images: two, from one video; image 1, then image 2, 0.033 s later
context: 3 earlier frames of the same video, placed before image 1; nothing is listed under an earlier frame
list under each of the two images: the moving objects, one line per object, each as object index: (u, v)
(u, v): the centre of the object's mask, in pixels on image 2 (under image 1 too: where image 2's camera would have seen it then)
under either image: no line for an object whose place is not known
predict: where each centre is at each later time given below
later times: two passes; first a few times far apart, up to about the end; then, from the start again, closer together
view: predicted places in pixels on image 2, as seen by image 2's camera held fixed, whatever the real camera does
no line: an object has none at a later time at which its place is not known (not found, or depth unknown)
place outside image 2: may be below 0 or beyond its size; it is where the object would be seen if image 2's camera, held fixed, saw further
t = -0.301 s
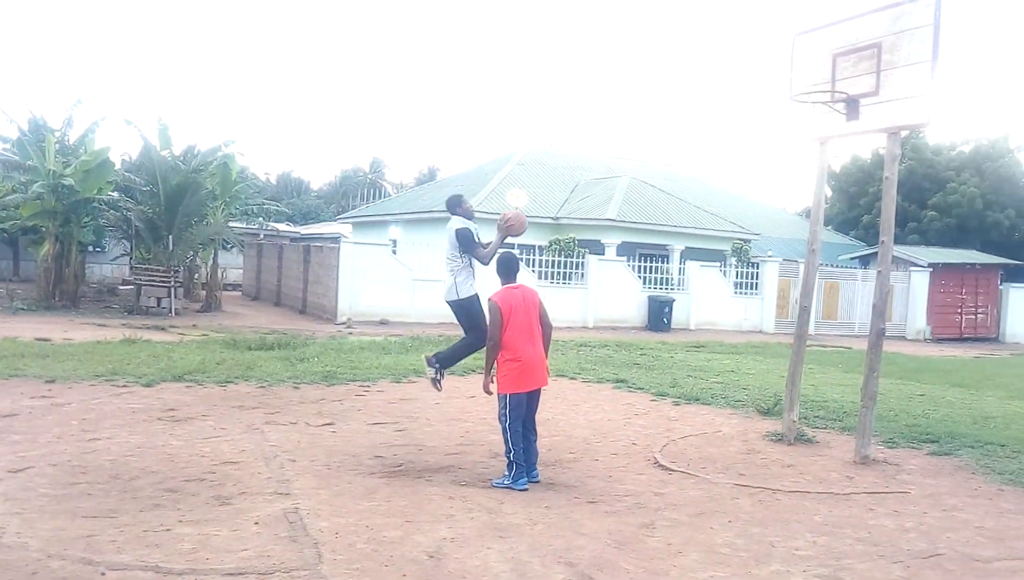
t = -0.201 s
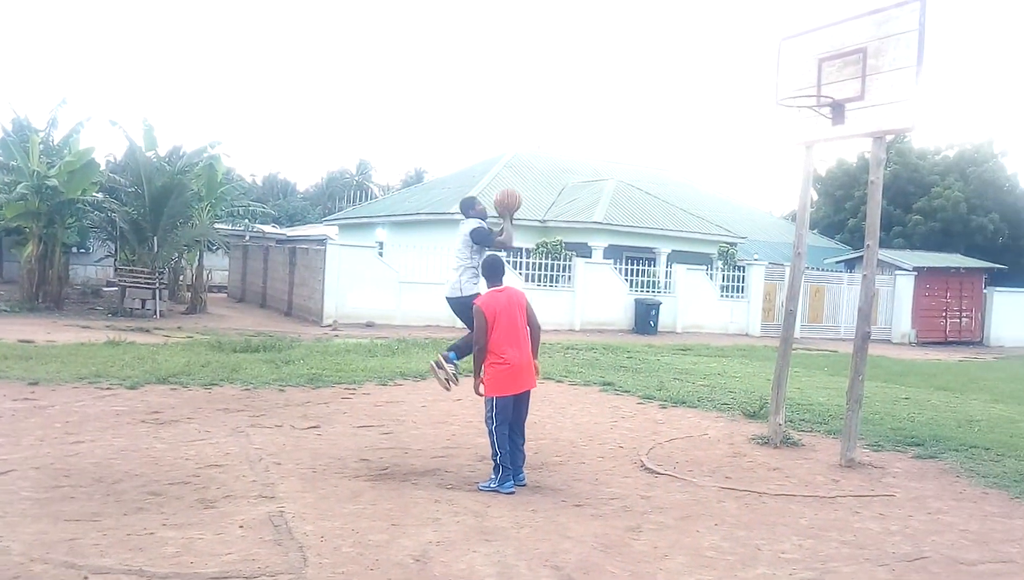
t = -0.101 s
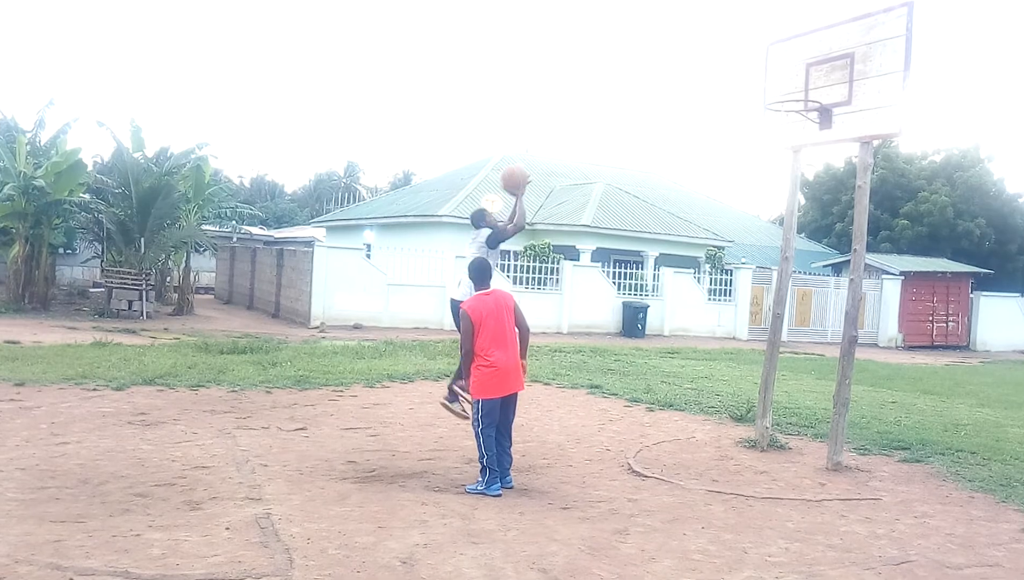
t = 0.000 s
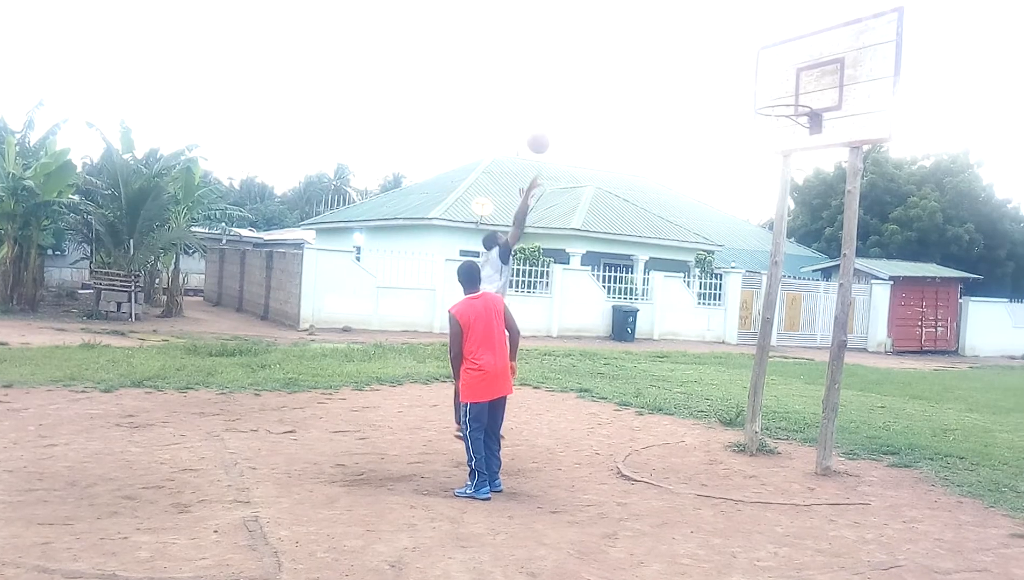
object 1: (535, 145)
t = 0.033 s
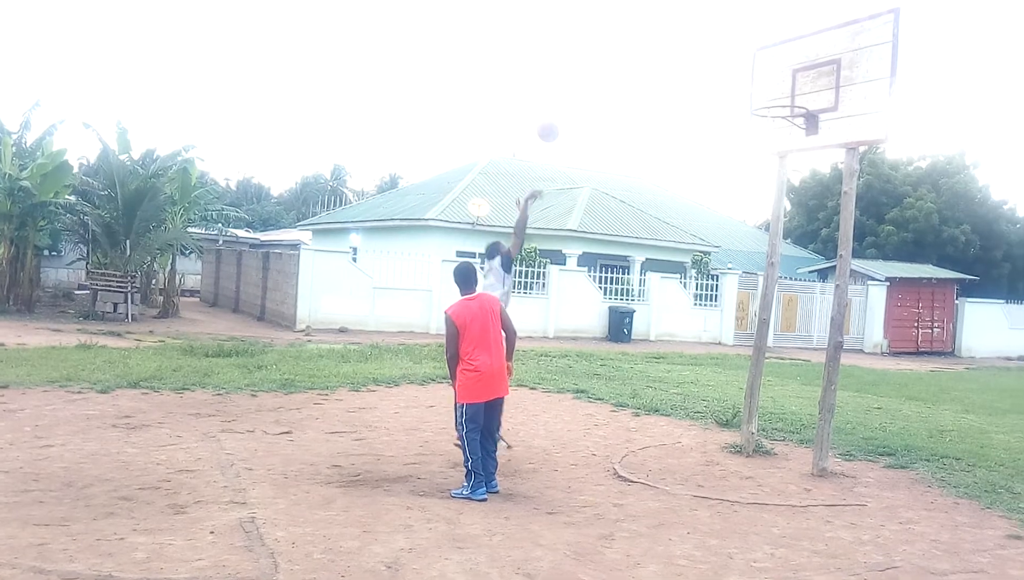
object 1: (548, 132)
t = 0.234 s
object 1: (625, 81)
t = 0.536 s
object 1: (734, 89)
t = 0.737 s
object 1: (754, 87)
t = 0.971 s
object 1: (752, 117)
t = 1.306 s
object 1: (738, 259)
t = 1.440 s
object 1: (732, 347)
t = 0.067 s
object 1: (561, 121)
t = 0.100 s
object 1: (574, 111)
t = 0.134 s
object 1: (587, 101)
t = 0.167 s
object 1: (600, 93)
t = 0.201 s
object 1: (612, 86)
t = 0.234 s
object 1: (625, 81)
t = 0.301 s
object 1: (649, 74)
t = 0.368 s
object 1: (674, 72)
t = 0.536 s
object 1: (734, 89)
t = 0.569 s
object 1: (747, 96)
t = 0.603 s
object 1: (753, 97)
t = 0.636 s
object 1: (753, 92)
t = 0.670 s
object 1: (754, 89)
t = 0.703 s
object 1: (754, 87)
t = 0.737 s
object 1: (754, 87)
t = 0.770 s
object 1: (753, 88)
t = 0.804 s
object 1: (753, 90)
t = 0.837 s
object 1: (753, 93)
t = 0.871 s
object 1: (753, 97)
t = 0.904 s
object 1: (753, 102)
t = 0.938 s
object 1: (753, 109)
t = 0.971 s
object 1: (752, 117)
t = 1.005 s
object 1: (752, 126)
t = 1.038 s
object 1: (752, 137)
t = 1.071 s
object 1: (752, 149)
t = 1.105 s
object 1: (751, 161)
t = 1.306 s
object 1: (738, 259)
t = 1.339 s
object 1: (736, 279)
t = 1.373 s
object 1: (734, 301)
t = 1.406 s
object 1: (733, 323)
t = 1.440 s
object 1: (732, 347)
